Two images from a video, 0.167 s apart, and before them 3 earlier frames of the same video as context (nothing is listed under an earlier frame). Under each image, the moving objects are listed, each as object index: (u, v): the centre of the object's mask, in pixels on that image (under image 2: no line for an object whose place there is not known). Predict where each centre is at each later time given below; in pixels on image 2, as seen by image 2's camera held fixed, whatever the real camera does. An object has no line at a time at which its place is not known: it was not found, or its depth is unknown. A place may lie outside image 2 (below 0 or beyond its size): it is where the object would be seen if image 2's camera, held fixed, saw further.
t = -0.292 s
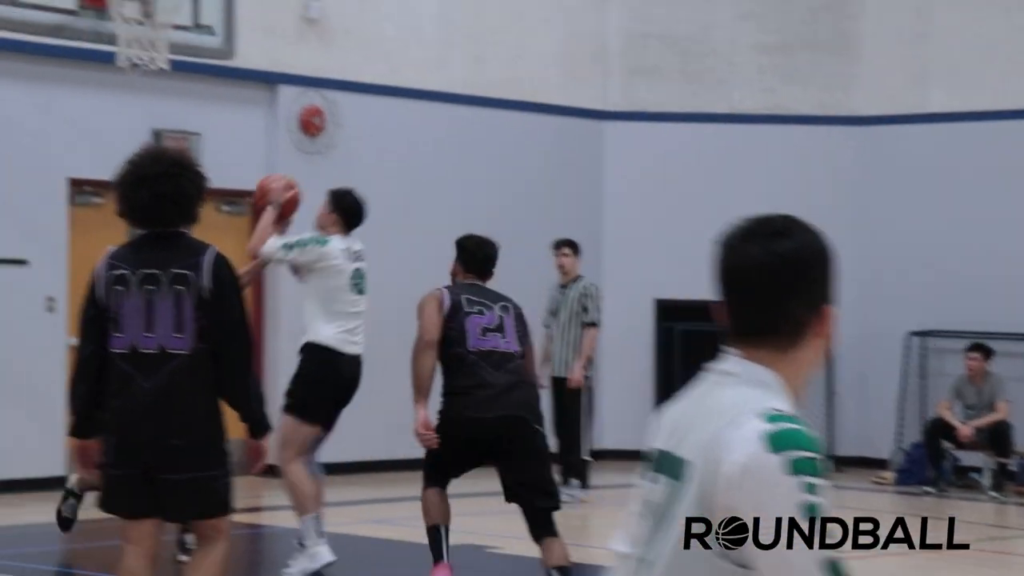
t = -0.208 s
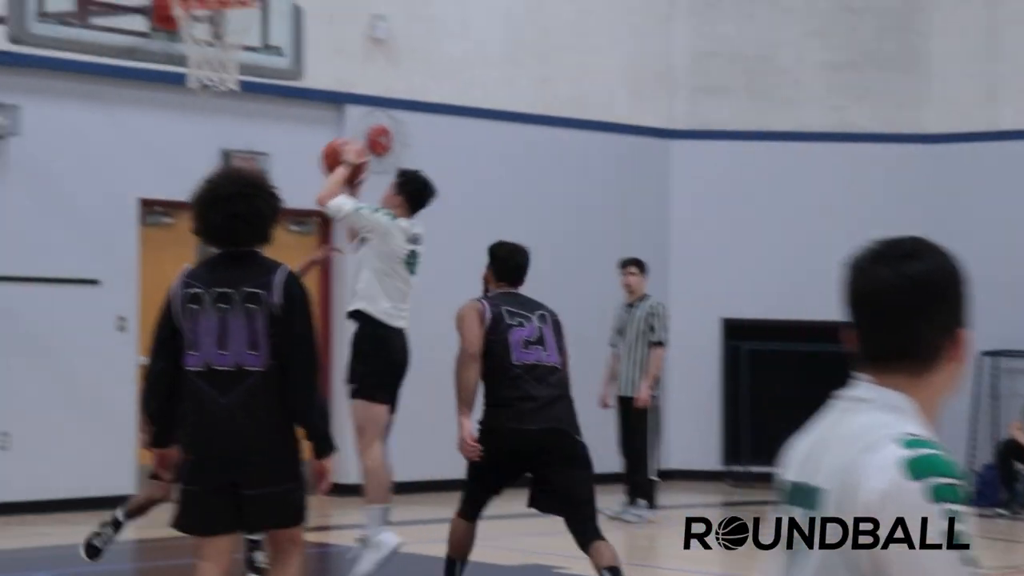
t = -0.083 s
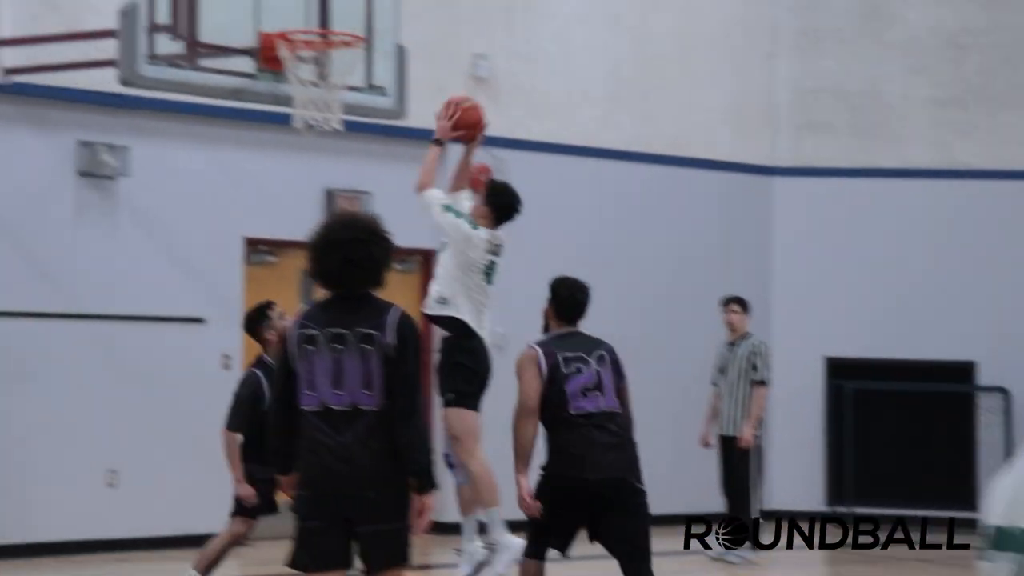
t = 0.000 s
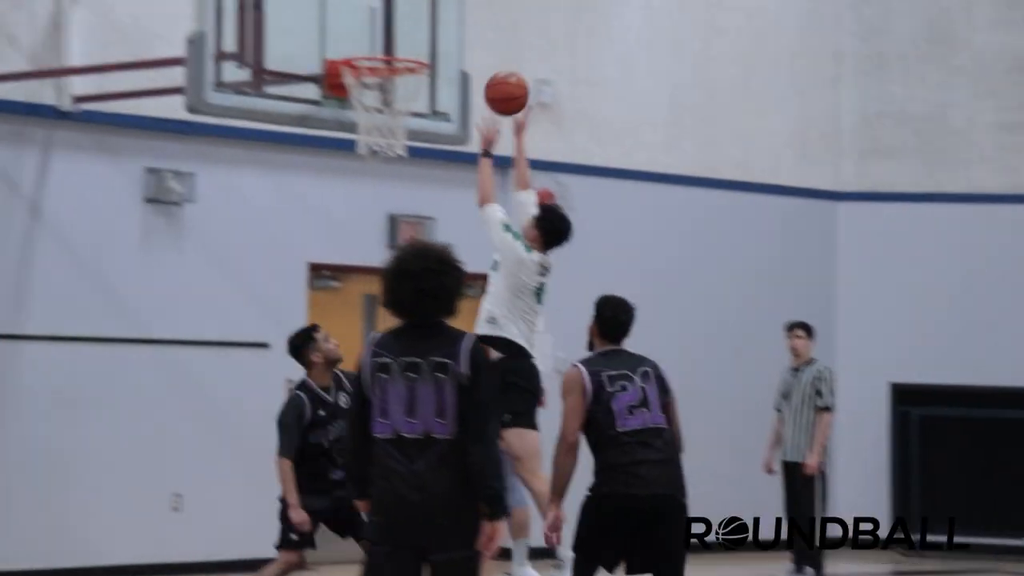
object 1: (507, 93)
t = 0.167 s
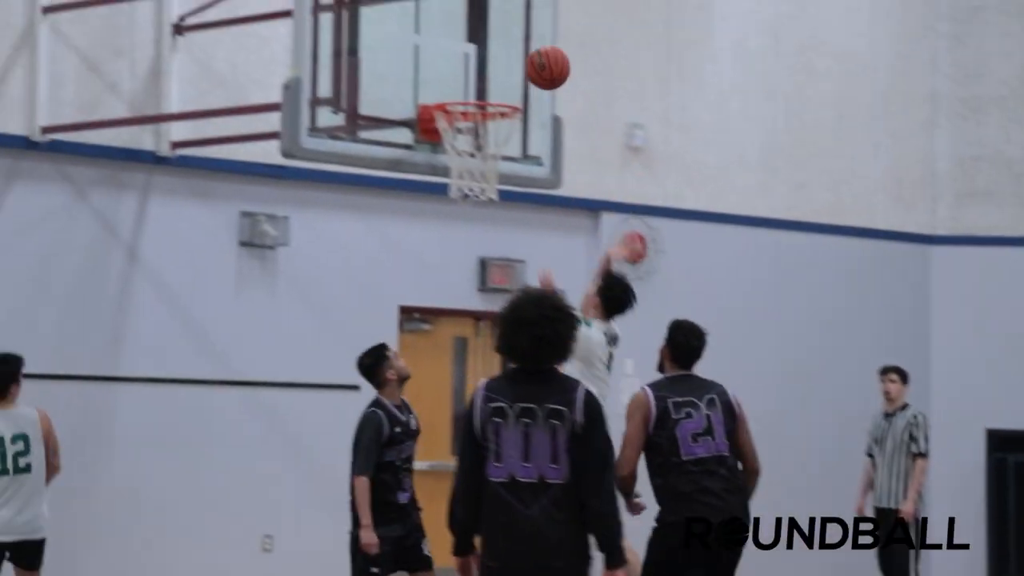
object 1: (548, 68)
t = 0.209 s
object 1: (536, 58)
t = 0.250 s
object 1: (523, 52)
